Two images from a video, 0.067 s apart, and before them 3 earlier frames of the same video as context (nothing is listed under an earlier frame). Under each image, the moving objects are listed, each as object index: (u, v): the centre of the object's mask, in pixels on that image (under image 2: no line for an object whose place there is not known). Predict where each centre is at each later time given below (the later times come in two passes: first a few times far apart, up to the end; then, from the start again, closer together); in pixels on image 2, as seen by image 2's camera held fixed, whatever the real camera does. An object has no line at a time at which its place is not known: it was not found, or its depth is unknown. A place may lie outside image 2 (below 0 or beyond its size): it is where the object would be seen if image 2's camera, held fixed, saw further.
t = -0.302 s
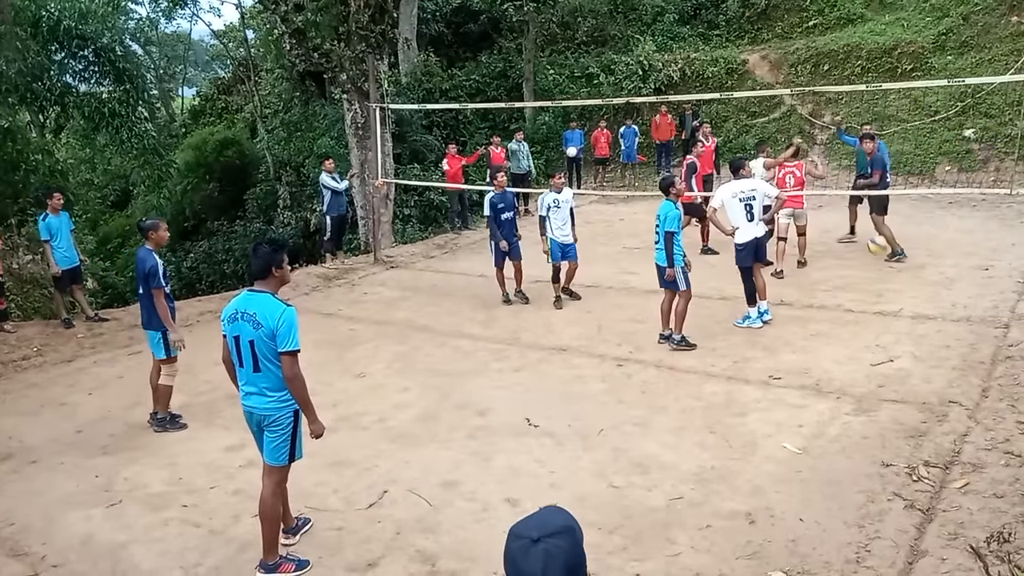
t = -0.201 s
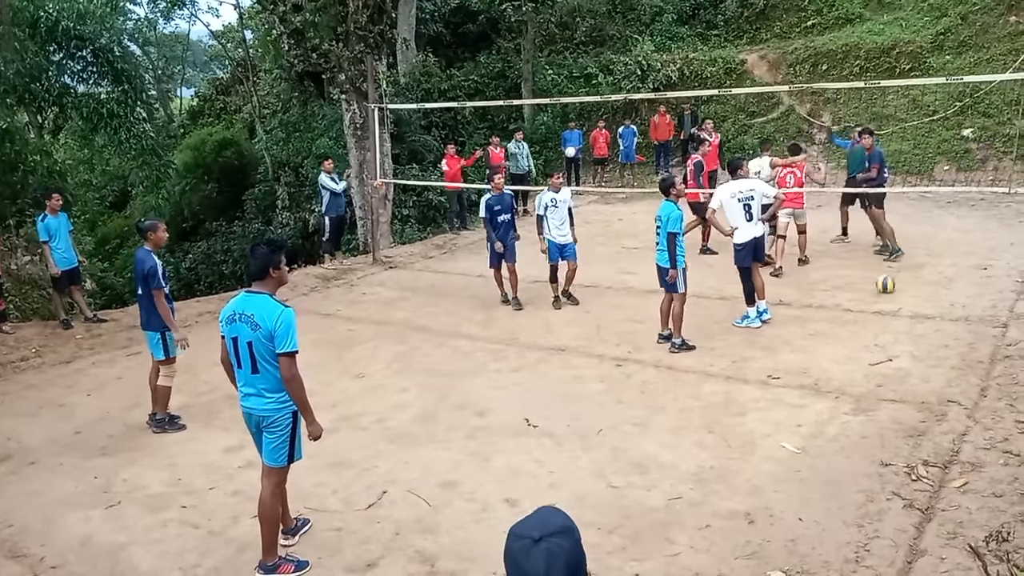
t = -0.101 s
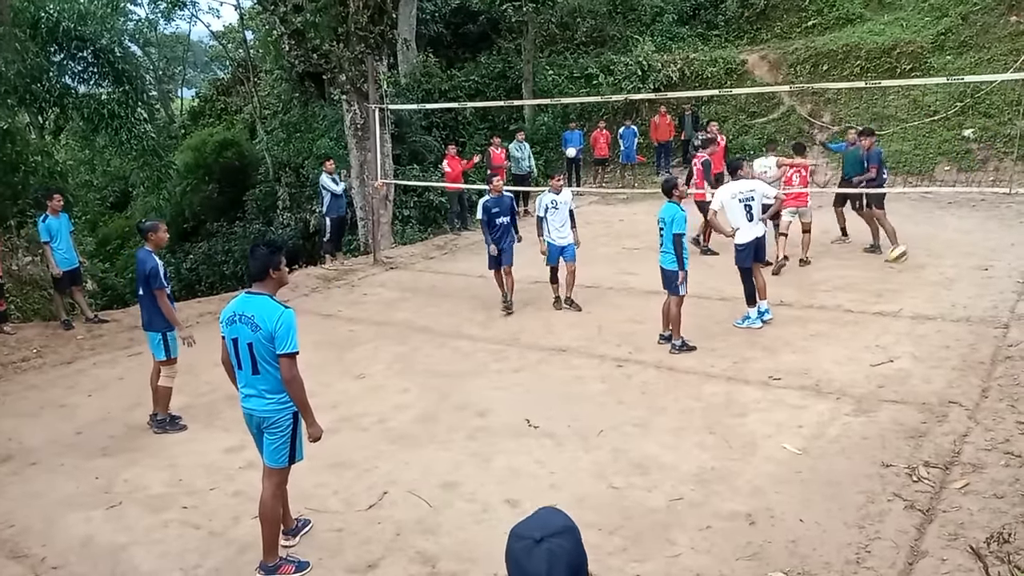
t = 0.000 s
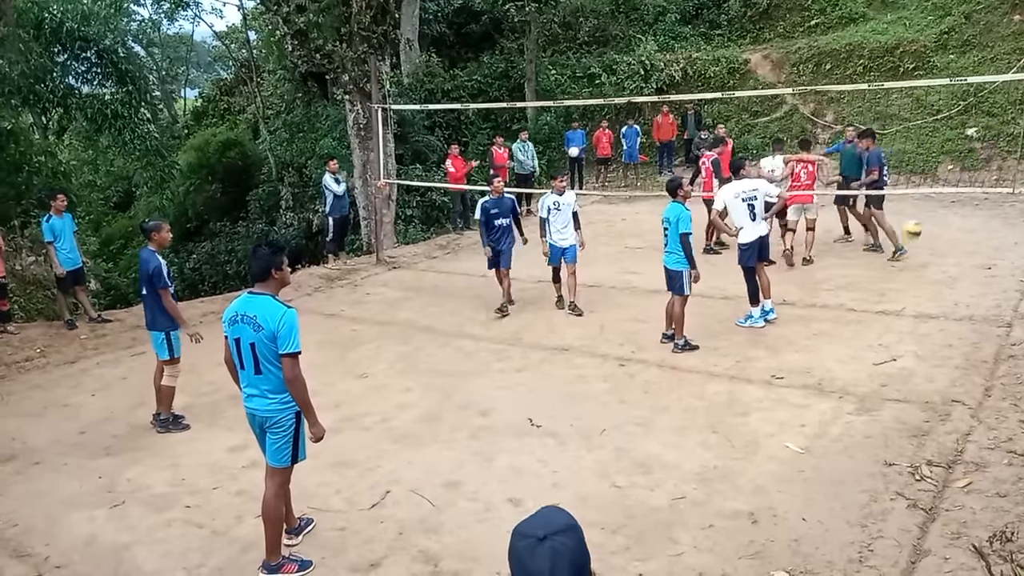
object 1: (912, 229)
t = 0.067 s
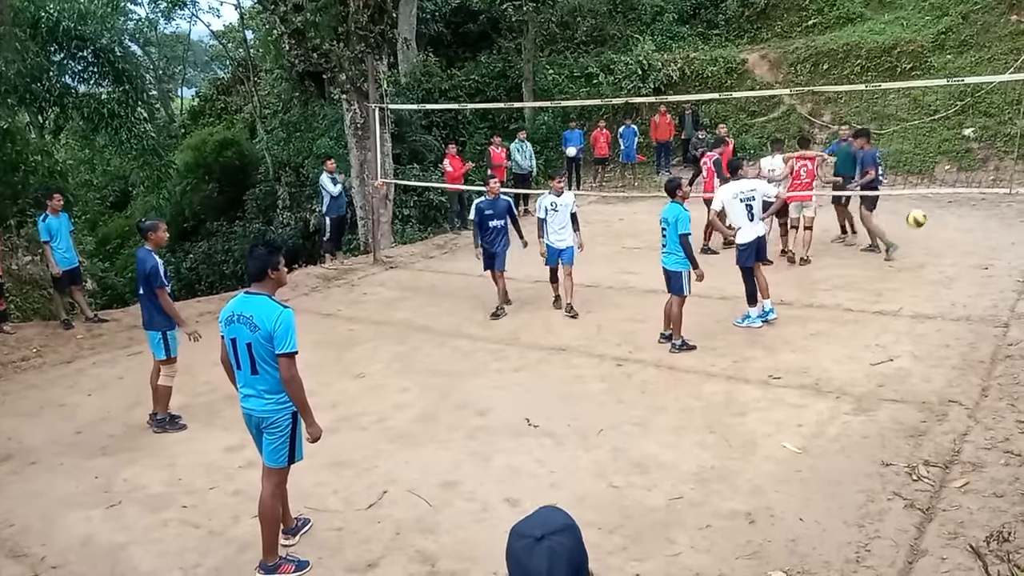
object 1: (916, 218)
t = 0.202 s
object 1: (930, 207)
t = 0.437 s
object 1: (952, 225)
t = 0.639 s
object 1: (969, 277)
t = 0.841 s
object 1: (988, 245)
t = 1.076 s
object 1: (1008, 235)
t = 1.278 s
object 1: (1022, 263)
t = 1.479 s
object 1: (1035, 258)
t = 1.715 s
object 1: (1048, 249)
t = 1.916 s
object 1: (1056, 278)
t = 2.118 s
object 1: (1063, 254)
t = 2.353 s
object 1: (1067, 267)
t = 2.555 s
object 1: (1069, 259)
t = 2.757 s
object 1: (1070, 266)
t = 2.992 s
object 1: (1071, 259)
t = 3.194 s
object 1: (1070, 260)
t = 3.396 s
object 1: (1060, 266)
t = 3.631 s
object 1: (1058, 262)
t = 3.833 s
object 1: (1052, 261)
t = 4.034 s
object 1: (1044, 260)
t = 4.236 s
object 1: (1037, 259)
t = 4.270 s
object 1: (1035, 260)
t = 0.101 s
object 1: (920, 214)
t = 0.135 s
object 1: (924, 211)
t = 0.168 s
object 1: (927, 209)
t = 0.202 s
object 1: (930, 207)
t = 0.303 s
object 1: (941, 209)
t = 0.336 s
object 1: (944, 212)
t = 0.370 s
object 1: (947, 215)
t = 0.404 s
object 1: (949, 220)
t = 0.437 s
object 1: (952, 225)
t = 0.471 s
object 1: (955, 231)
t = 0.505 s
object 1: (957, 238)
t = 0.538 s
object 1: (961, 246)
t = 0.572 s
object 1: (964, 257)
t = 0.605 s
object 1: (965, 266)
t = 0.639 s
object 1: (969, 277)
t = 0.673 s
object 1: (971, 280)
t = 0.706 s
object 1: (974, 271)
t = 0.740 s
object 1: (978, 263)
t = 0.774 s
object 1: (981, 256)
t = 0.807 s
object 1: (984, 250)
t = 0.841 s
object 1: (988, 245)
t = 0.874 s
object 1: (990, 240)
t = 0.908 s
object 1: (994, 238)
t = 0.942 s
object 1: (997, 235)
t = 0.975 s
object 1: (1000, 233)
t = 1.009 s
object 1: (1003, 233)
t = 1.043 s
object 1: (1006, 233)
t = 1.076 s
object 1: (1008, 235)
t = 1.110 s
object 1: (1010, 237)
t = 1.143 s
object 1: (1013, 240)
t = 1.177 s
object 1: (1016, 244)
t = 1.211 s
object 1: (1018, 249)
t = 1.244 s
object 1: (1020, 255)
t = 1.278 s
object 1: (1022, 263)
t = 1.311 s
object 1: (1025, 271)
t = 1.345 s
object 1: (1028, 280)
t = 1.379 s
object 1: (1030, 277)
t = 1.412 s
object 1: (1033, 269)
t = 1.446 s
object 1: (1035, 263)
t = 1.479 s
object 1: (1035, 258)
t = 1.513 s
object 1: (1037, 254)
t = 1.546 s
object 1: (1040, 251)
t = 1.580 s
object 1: (1041, 249)
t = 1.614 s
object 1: (1044, 247)
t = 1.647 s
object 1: (1045, 247)
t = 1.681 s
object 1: (1047, 247)
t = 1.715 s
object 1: (1048, 249)
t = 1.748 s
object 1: (1050, 251)
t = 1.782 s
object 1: (1051, 254)
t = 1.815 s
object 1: (1052, 259)
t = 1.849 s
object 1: (1054, 264)
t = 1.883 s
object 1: (1056, 271)
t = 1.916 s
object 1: (1056, 278)
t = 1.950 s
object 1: (1057, 272)
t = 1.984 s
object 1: (1058, 266)
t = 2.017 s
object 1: (1059, 261)
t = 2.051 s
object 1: (1060, 257)
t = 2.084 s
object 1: (1062, 255)
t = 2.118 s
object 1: (1063, 254)
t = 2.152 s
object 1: (1063, 253)
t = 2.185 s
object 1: (1064, 253)
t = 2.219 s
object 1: (1065, 254)
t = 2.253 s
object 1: (1066, 256)
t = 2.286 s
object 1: (1067, 258)
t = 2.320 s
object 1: (1067, 263)
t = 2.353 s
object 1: (1067, 267)
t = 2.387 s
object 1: (1067, 273)
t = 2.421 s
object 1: (1068, 273)
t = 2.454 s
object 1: (1069, 267)
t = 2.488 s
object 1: (1069, 263)
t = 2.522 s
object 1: (1069, 260)
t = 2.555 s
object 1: (1069, 259)
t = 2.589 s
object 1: (1070, 258)
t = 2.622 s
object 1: (1070, 258)
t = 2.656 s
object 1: (1070, 259)
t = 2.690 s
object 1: (1070, 260)
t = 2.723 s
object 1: (1070, 263)
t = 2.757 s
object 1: (1070, 266)
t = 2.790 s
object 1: (1070, 271)
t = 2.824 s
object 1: (1070, 267)
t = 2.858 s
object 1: (1071, 263)
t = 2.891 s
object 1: (1071, 261)
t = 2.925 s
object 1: (1071, 260)
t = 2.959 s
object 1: (1071, 259)
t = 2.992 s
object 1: (1071, 259)
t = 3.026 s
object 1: (1071, 260)
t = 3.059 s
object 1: (1071, 262)
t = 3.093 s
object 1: (1073, 267)
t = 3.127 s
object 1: (1072, 268)
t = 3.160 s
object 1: (1071, 266)
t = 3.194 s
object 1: (1070, 260)
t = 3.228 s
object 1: (1069, 261)
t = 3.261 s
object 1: (1068, 261)
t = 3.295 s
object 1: (1069, 261)
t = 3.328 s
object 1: (1062, 265)
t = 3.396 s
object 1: (1060, 266)
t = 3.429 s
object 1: (1061, 263)
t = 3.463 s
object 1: (1060, 261)
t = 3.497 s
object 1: (1061, 261)
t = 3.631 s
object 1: (1058, 262)
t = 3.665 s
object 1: (1058, 262)
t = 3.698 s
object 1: (1057, 262)
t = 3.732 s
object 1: (1056, 262)
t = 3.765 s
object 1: (1055, 262)
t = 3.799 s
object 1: (1053, 261)
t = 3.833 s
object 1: (1052, 261)
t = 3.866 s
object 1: (1051, 261)
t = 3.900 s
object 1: (1050, 261)
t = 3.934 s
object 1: (1050, 261)
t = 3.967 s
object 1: (1049, 260)
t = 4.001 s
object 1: (1045, 261)
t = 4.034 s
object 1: (1044, 260)
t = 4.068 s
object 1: (1042, 260)
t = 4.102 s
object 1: (1041, 259)
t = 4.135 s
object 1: (1040, 259)
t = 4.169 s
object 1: (1040, 259)
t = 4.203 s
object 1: (1039, 259)
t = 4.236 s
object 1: (1037, 259)
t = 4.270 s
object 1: (1035, 260)
